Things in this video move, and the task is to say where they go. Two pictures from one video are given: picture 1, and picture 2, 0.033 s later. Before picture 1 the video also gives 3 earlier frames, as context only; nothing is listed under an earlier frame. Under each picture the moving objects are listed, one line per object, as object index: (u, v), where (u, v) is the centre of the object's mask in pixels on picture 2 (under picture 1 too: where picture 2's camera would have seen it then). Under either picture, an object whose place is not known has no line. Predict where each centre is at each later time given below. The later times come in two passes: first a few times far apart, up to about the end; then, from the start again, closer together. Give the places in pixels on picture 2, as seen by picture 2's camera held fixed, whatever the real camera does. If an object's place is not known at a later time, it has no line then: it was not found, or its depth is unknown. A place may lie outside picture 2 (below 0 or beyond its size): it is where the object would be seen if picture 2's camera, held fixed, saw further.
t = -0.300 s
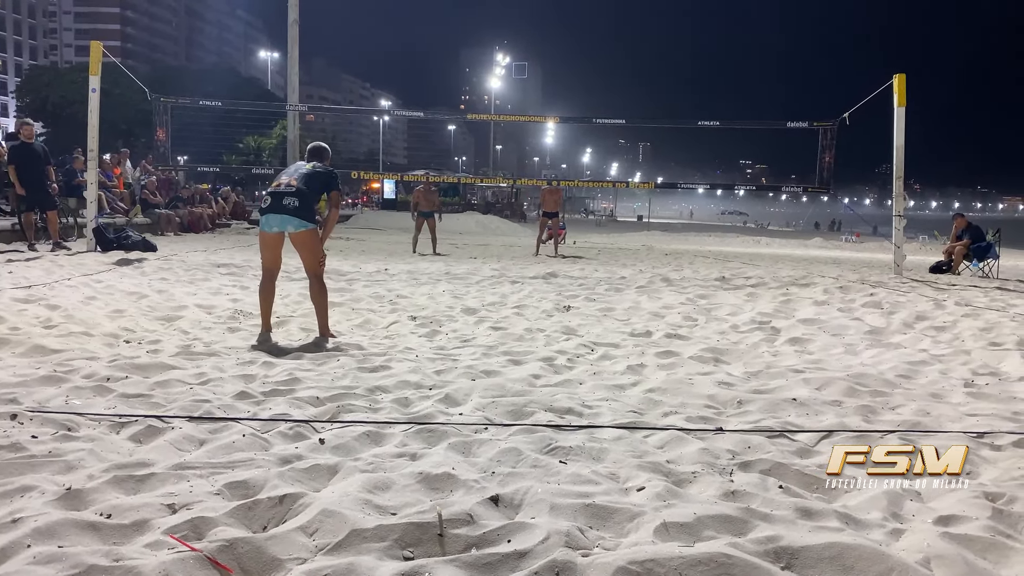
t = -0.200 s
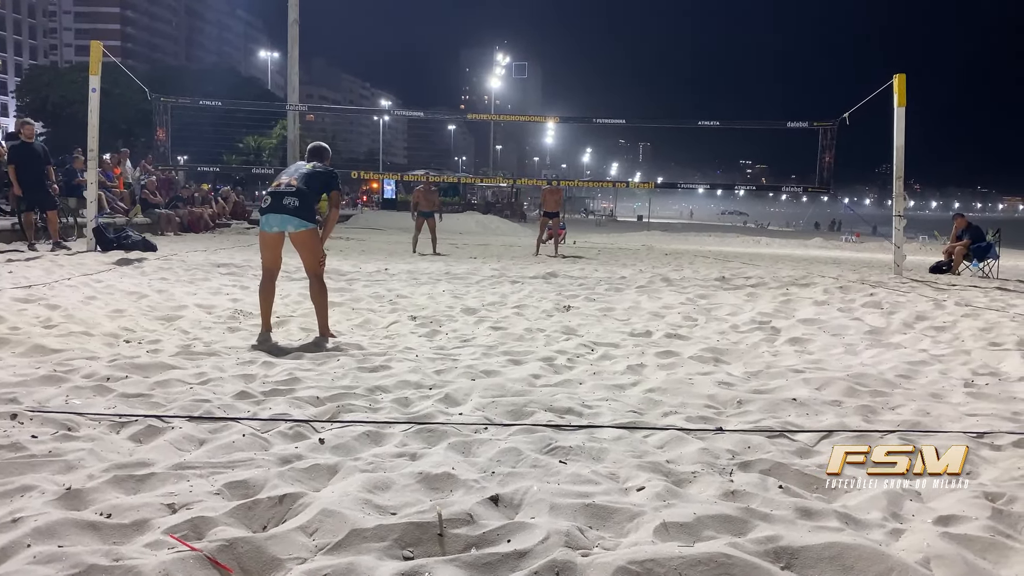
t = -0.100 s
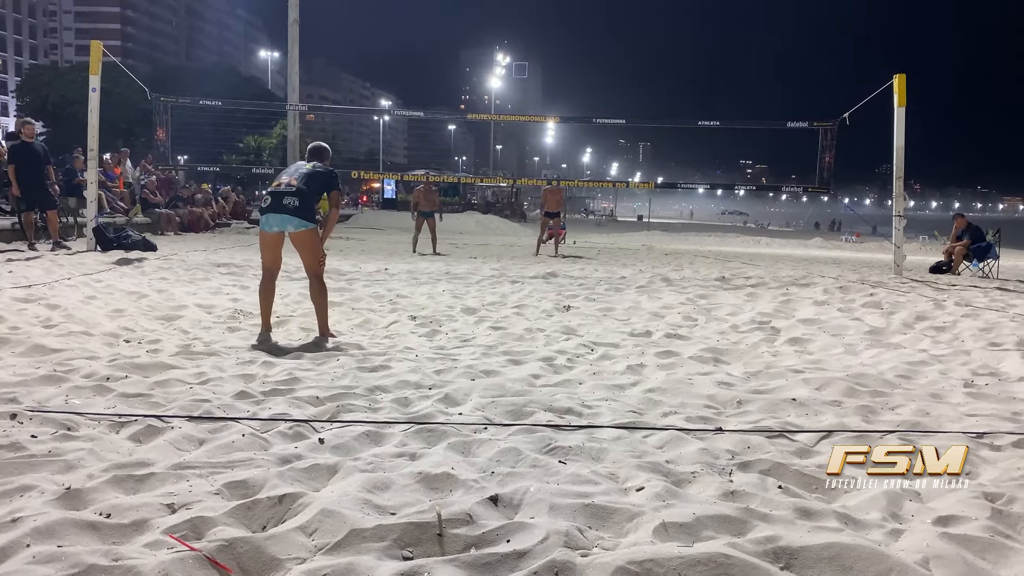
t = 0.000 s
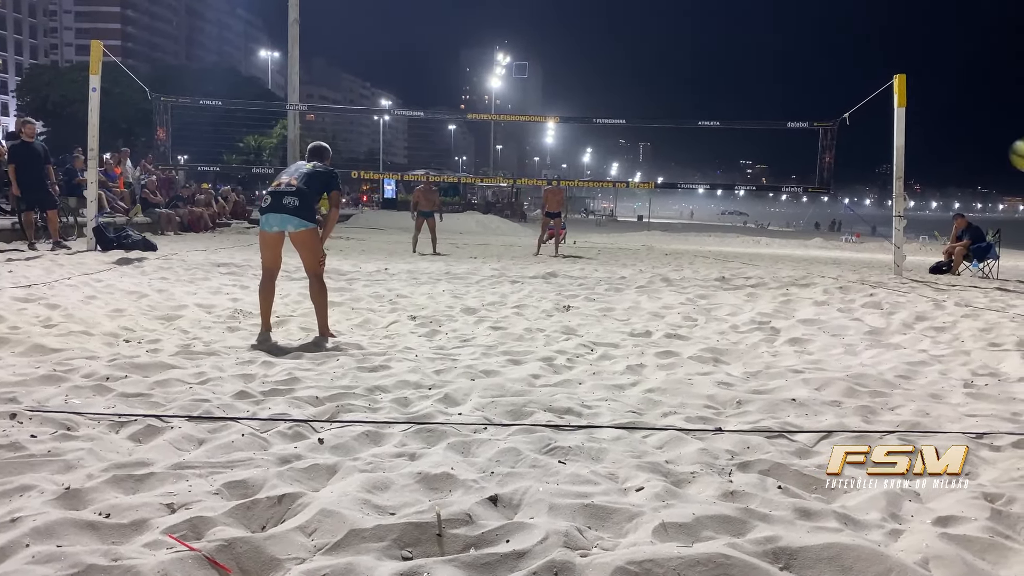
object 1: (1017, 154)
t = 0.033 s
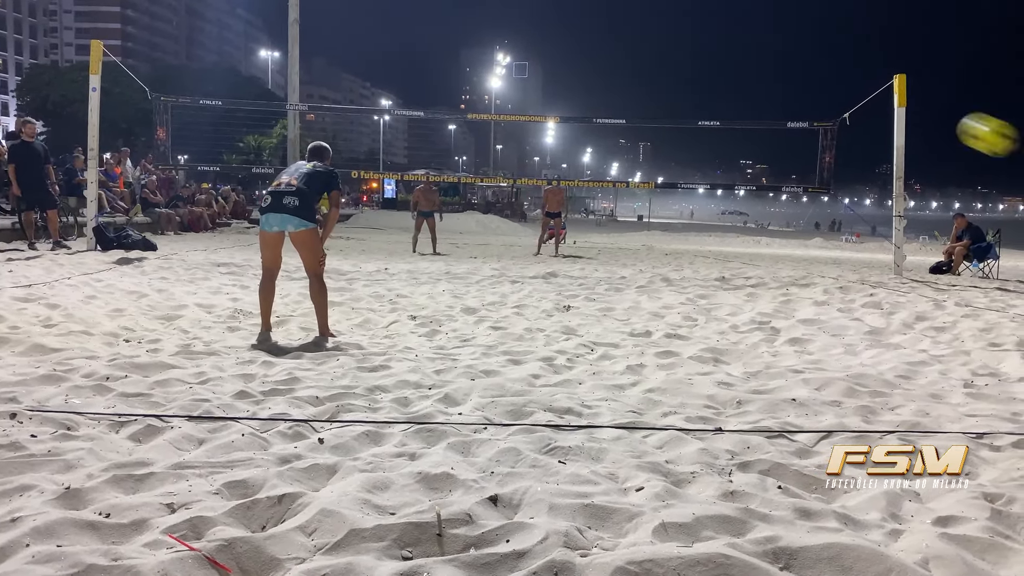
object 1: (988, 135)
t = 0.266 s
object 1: (743, 65)
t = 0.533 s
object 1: (605, 80)
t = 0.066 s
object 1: (938, 115)
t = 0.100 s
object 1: (895, 99)
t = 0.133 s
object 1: (857, 87)
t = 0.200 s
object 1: (794, 72)
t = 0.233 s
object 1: (767, 68)
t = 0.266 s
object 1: (743, 65)
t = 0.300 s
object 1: (720, 63)
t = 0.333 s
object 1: (700, 63)
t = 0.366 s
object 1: (681, 64)
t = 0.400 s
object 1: (664, 66)
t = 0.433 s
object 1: (648, 68)
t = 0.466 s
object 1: (633, 72)
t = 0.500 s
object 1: (618, 76)
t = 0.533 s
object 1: (605, 80)
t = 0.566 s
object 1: (592, 86)
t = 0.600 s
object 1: (581, 91)
